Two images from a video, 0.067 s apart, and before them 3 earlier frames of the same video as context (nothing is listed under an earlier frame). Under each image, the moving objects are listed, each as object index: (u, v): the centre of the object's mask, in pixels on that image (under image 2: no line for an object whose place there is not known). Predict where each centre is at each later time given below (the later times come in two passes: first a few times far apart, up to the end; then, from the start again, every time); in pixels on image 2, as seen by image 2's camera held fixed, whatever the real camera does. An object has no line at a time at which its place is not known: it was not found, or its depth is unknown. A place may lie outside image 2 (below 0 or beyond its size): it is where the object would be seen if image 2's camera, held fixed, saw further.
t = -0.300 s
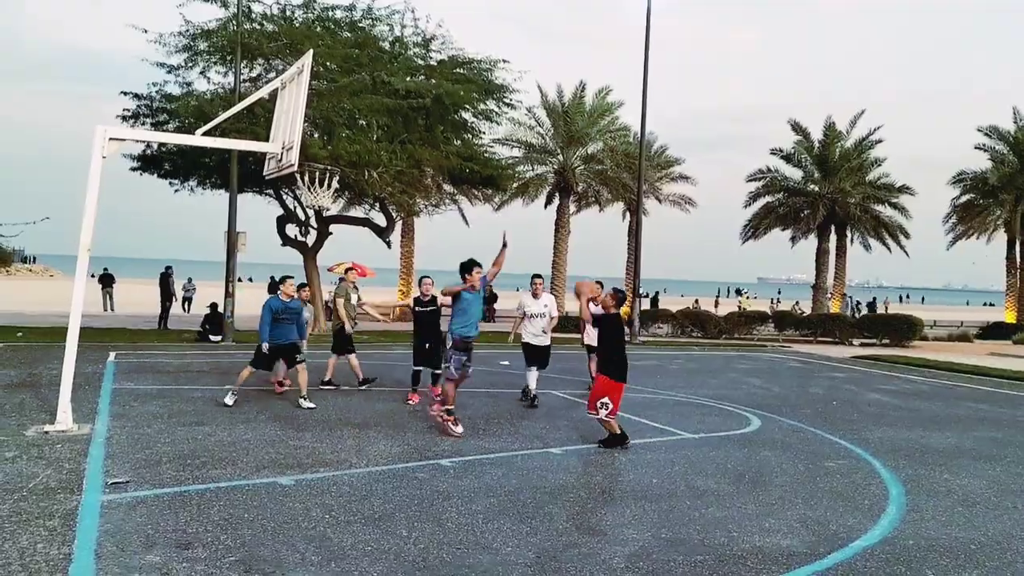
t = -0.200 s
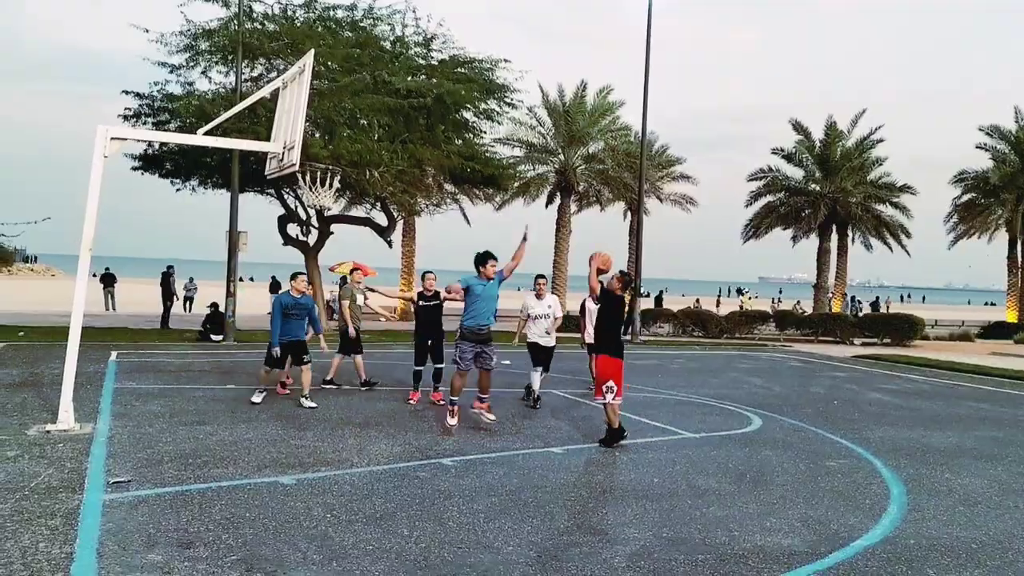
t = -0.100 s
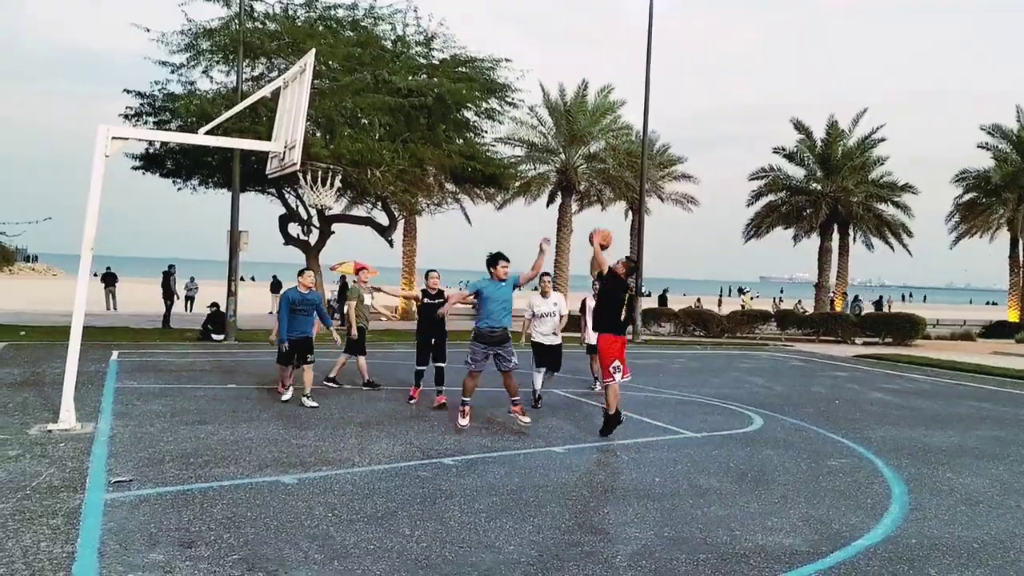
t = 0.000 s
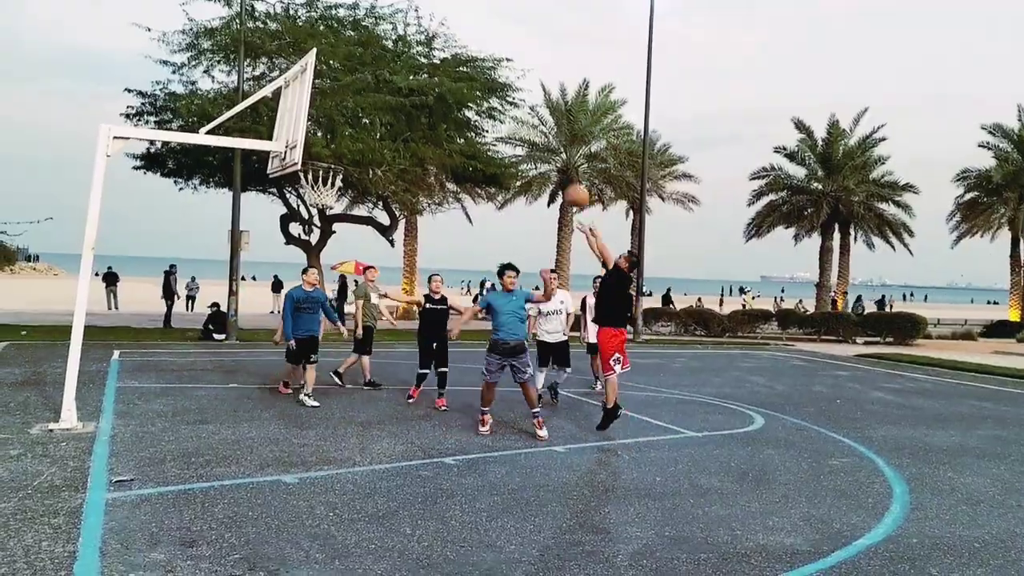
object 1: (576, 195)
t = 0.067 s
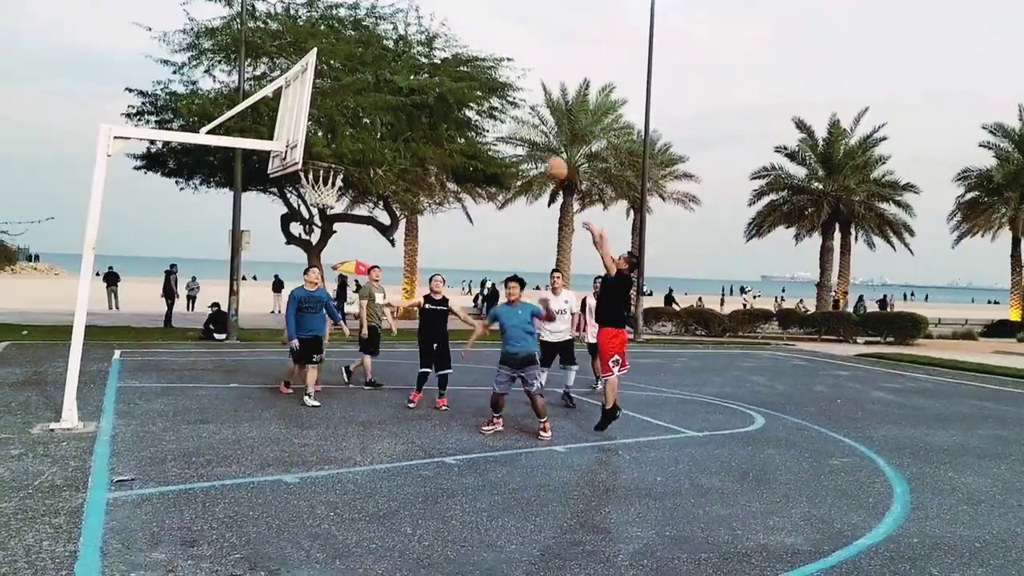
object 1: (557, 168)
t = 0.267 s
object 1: (492, 115)
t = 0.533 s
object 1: (411, 102)
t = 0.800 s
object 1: (332, 152)
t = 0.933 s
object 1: (318, 159)
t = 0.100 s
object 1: (546, 157)
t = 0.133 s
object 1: (534, 146)
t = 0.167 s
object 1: (524, 138)
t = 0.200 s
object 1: (513, 130)
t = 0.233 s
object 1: (503, 122)
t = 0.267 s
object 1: (492, 115)
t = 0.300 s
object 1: (482, 110)
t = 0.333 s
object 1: (471, 105)
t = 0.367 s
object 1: (460, 103)
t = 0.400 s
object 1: (451, 100)
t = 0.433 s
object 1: (440, 99)
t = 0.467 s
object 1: (430, 100)
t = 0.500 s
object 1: (420, 100)
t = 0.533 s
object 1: (411, 102)
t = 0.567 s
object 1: (400, 105)
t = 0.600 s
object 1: (391, 109)
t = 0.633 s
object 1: (381, 114)
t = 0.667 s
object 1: (371, 119)
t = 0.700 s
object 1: (361, 126)
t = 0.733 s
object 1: (352, 133)
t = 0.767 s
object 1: (342, 142)
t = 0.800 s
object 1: (332, 152)
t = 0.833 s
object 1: (323, 161)
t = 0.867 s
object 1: (320, 160)
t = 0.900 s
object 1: (317, 160)
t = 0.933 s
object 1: (318, 159)
